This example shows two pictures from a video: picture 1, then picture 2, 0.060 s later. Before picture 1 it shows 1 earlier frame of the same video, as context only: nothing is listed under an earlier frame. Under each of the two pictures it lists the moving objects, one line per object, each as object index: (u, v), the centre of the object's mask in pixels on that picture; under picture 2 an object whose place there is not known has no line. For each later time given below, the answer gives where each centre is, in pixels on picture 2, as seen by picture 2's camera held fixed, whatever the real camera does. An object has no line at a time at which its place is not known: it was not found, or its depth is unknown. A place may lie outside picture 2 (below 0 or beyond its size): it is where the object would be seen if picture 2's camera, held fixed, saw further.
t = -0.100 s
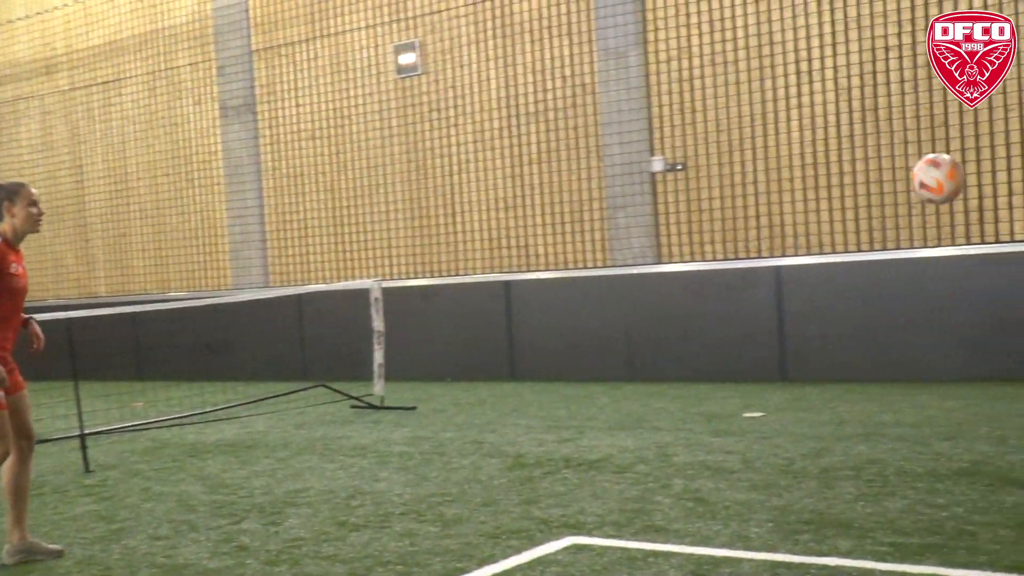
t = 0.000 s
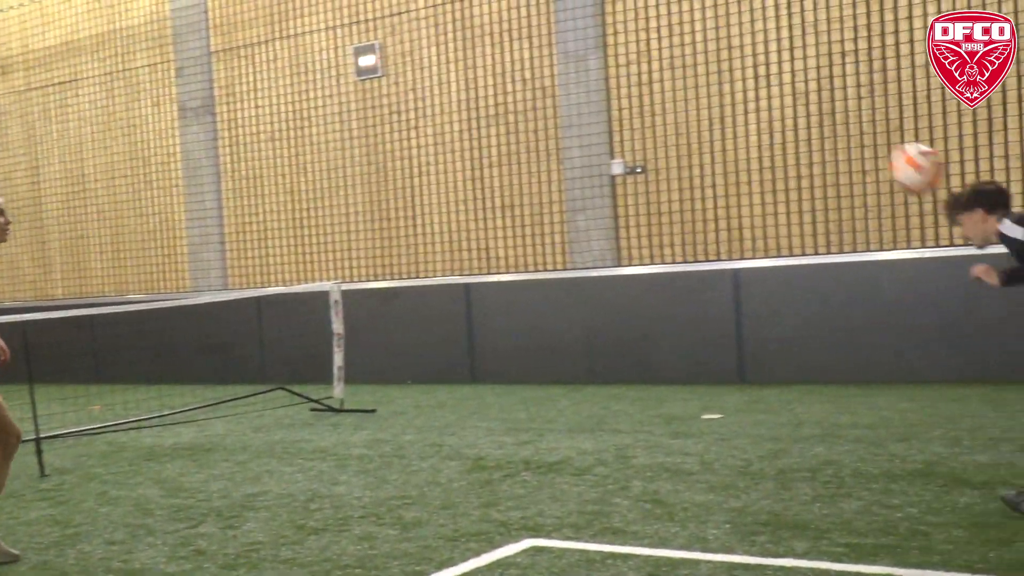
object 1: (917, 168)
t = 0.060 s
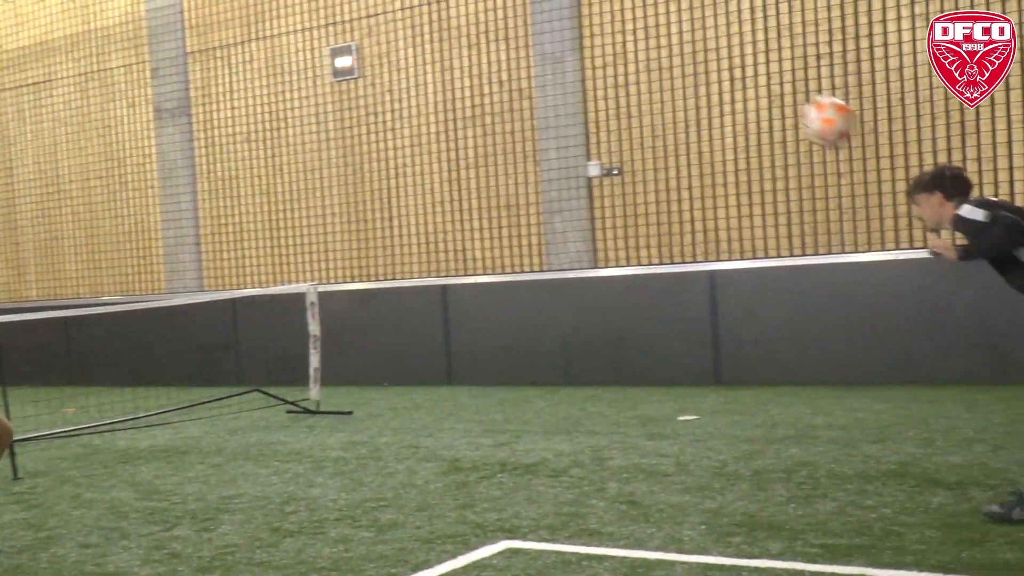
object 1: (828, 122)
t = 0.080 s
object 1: (807, 106)
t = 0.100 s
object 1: (786, 93)
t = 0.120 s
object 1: (767, 80)
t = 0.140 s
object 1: (746, 68)
